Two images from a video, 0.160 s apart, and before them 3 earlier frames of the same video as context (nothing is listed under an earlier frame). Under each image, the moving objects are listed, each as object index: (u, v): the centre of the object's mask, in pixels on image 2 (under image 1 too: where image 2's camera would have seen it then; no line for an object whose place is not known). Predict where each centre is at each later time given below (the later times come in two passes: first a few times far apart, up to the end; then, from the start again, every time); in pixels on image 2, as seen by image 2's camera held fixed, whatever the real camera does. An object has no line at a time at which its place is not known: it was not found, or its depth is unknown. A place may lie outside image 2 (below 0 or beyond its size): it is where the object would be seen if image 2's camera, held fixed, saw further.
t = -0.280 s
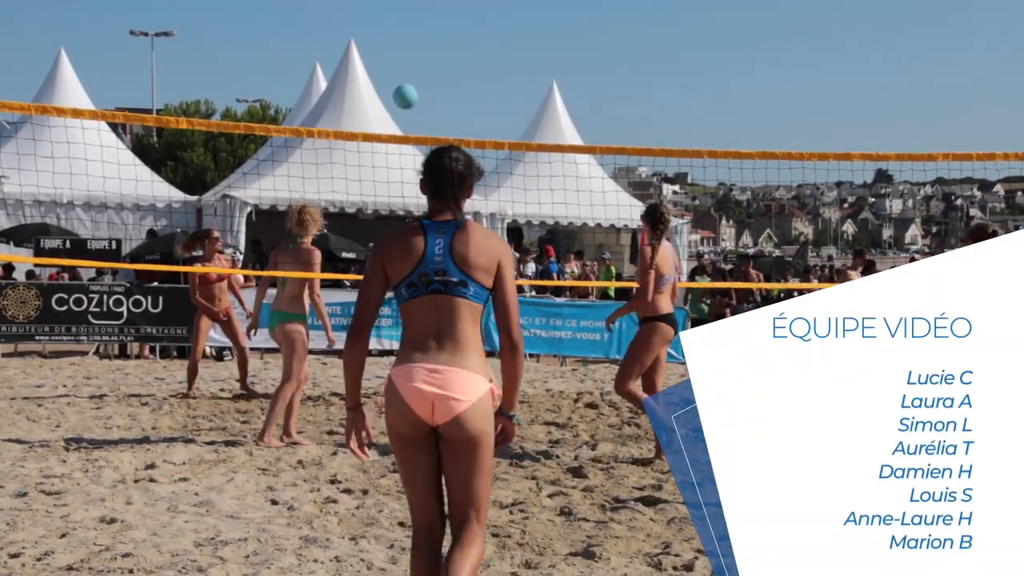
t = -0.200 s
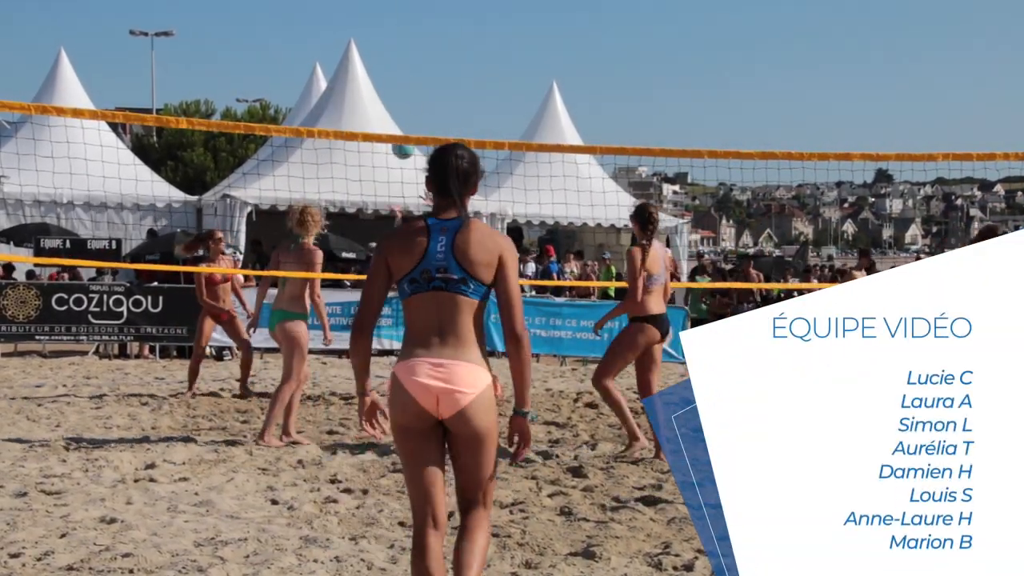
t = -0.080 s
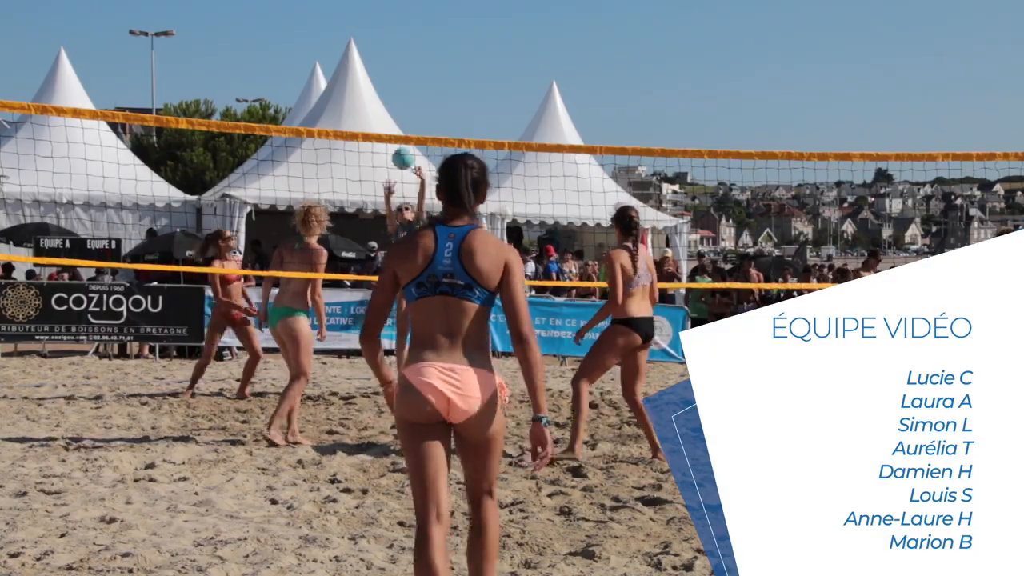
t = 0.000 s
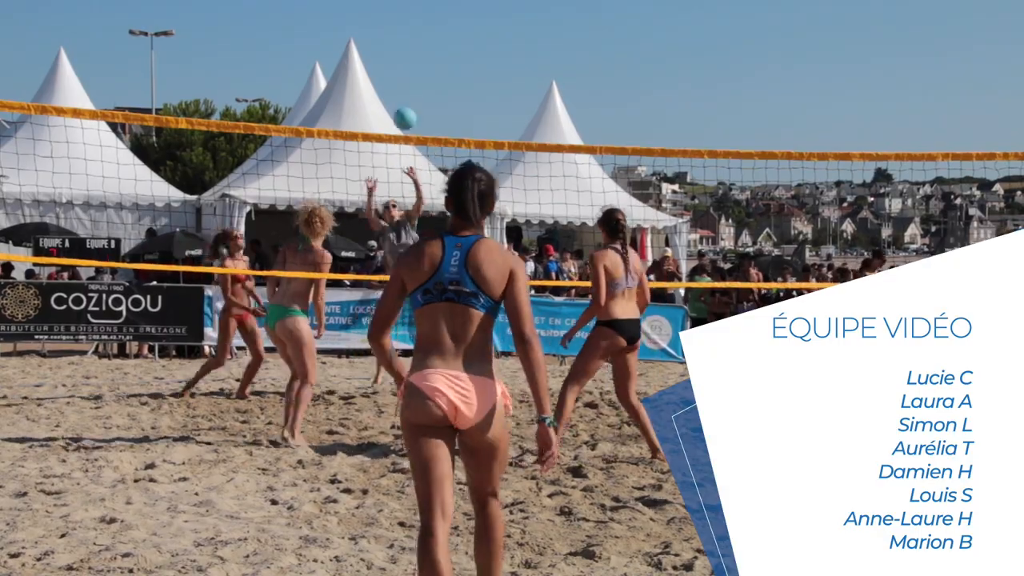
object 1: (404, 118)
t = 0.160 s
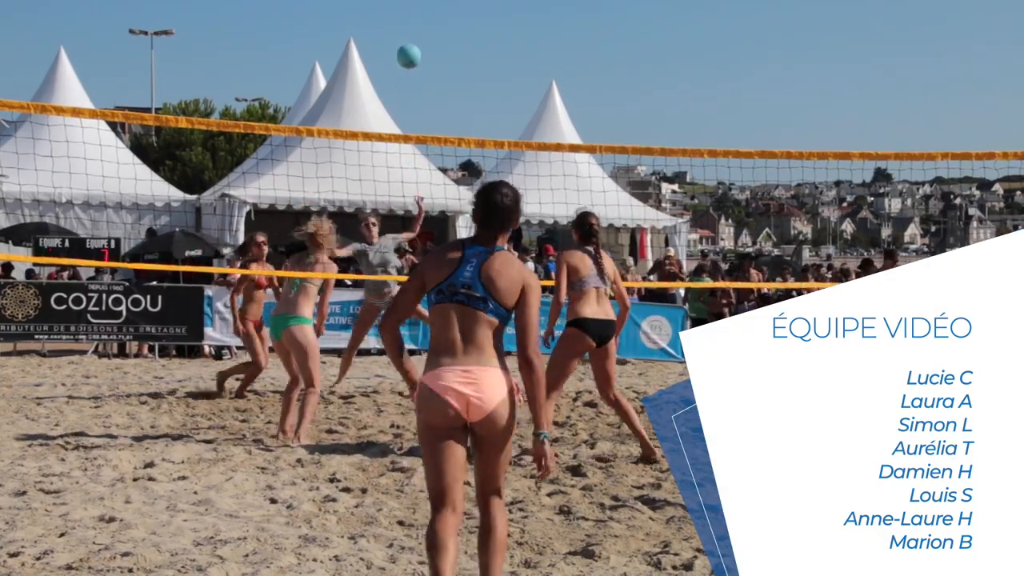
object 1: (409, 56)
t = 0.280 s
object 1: (411, 28)
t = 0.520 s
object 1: (417, 26)
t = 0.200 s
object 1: (410, 44)
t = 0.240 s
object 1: (410, 36)
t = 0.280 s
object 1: (411, 28)
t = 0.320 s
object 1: (412, 22)
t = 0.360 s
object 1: (413, 18)
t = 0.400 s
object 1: (414, 17)
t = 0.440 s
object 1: (415, 18)
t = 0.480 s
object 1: (416, 21)
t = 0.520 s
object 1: (417, 26)
